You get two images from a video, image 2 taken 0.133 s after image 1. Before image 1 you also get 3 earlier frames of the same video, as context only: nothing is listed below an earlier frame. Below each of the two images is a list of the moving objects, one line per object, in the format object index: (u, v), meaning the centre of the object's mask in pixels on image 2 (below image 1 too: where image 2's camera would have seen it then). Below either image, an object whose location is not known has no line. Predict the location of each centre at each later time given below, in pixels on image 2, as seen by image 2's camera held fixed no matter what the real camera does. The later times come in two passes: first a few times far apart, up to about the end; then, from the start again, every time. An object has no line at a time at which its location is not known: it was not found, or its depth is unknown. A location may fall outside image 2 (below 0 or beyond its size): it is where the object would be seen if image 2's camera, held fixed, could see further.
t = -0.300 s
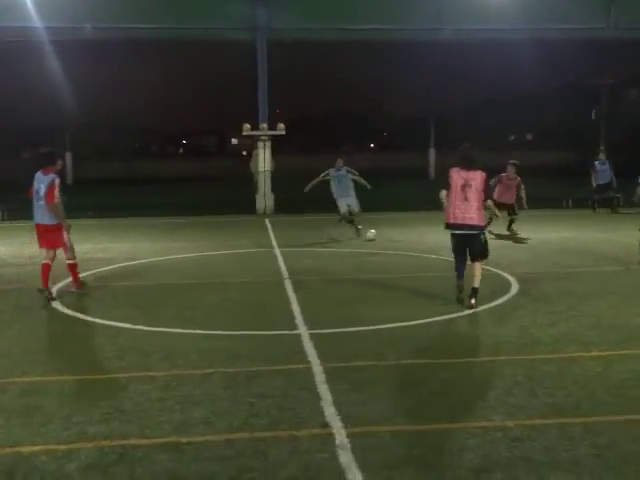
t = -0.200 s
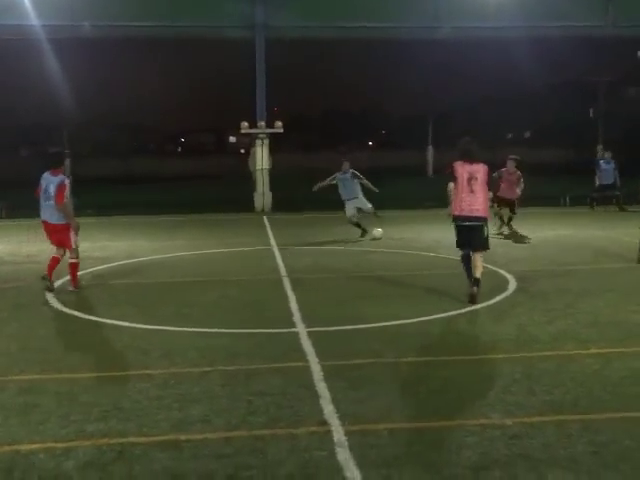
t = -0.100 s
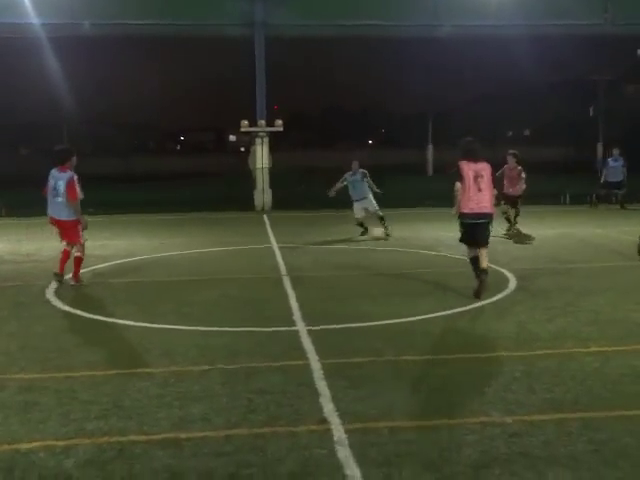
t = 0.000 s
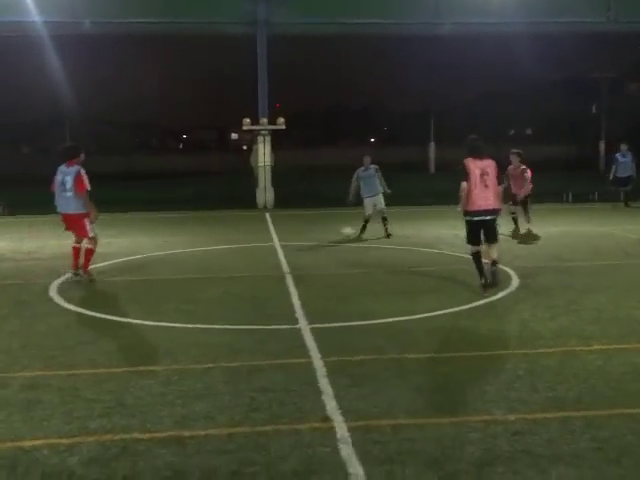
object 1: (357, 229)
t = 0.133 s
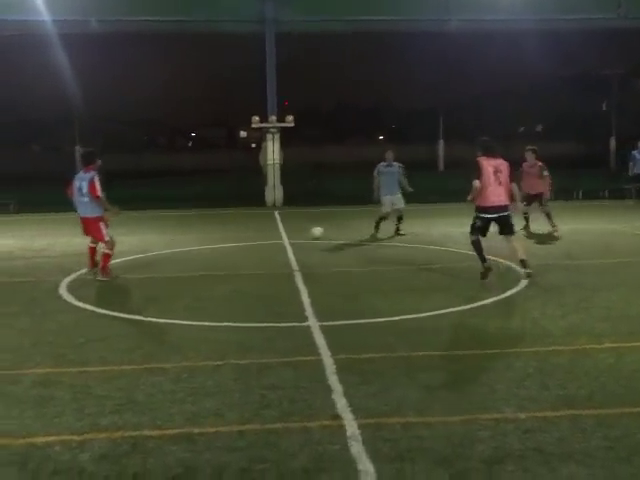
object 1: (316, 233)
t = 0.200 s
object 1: (298, 234)
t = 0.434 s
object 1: (240, 238)
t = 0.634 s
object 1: (190, 242)
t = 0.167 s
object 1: (307, 233)
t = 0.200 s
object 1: (298, 234)
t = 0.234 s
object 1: (289, 235)
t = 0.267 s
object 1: (281, 235)
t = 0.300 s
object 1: (273, 235)
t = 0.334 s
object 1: (265, 237)
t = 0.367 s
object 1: (256, 237)
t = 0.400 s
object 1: (248, 237)
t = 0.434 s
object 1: (240, 238)
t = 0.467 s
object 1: (232, 239)
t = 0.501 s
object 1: (223, 240)
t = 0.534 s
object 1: (215, 240)
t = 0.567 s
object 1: (207, 241)
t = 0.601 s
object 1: (199, 242)
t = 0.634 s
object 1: (190, 242)
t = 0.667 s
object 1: (182, 243)
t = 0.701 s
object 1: (173, 243)
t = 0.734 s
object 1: (165, 244)
